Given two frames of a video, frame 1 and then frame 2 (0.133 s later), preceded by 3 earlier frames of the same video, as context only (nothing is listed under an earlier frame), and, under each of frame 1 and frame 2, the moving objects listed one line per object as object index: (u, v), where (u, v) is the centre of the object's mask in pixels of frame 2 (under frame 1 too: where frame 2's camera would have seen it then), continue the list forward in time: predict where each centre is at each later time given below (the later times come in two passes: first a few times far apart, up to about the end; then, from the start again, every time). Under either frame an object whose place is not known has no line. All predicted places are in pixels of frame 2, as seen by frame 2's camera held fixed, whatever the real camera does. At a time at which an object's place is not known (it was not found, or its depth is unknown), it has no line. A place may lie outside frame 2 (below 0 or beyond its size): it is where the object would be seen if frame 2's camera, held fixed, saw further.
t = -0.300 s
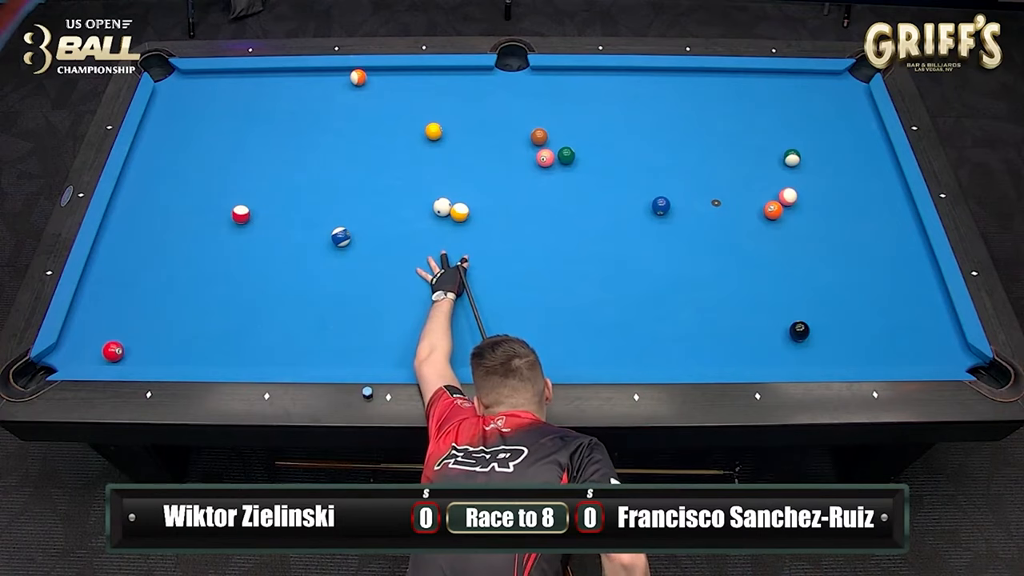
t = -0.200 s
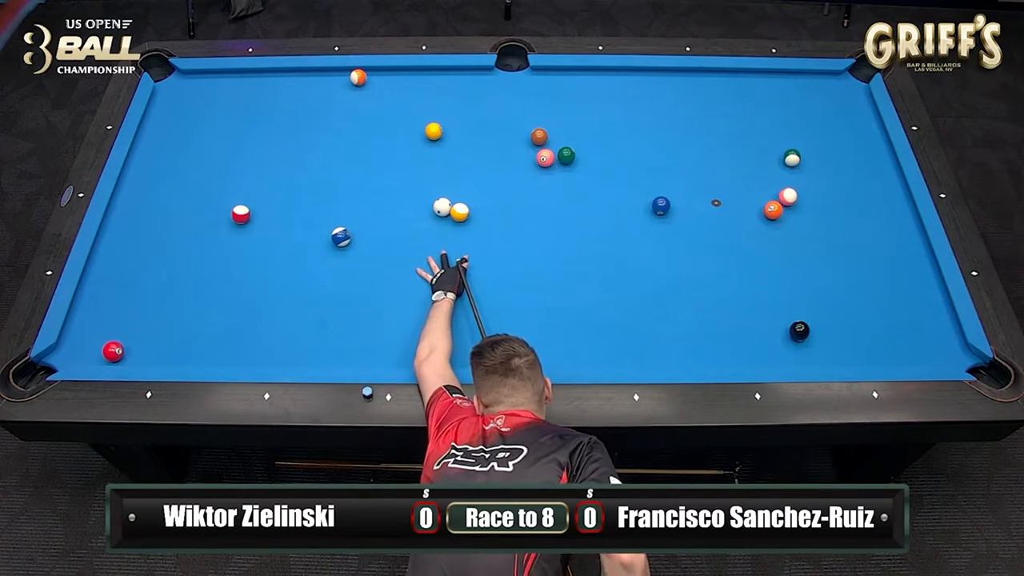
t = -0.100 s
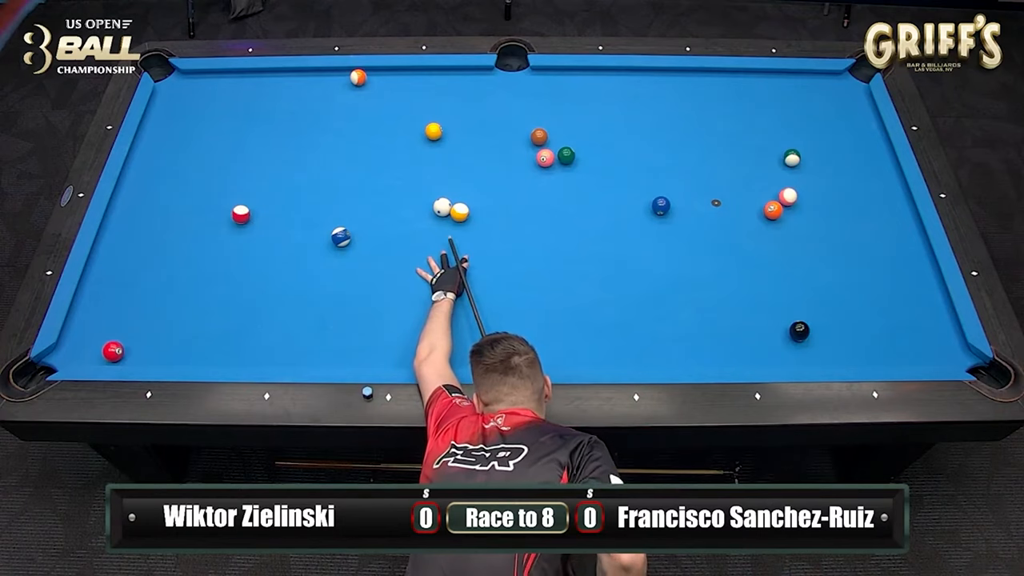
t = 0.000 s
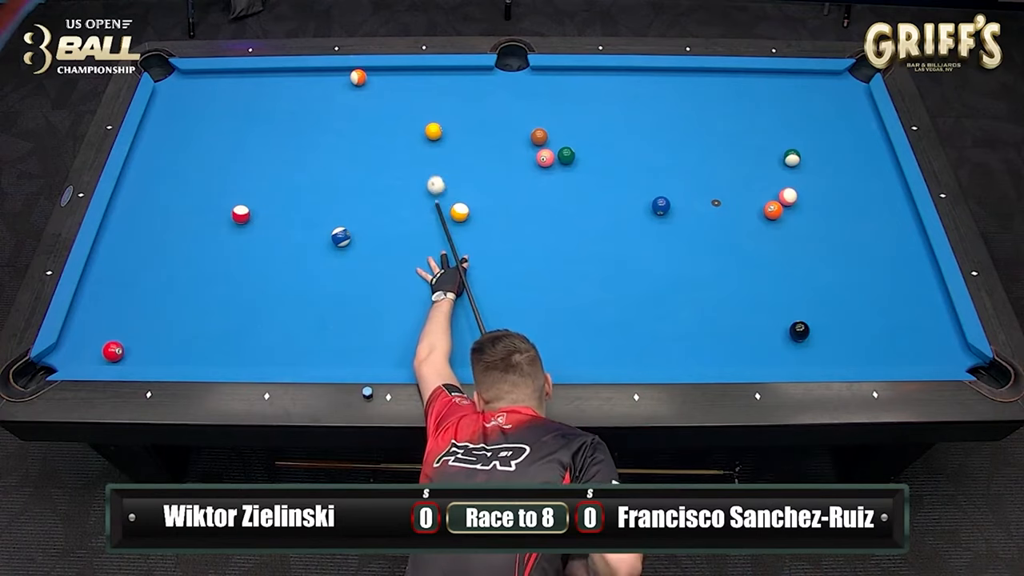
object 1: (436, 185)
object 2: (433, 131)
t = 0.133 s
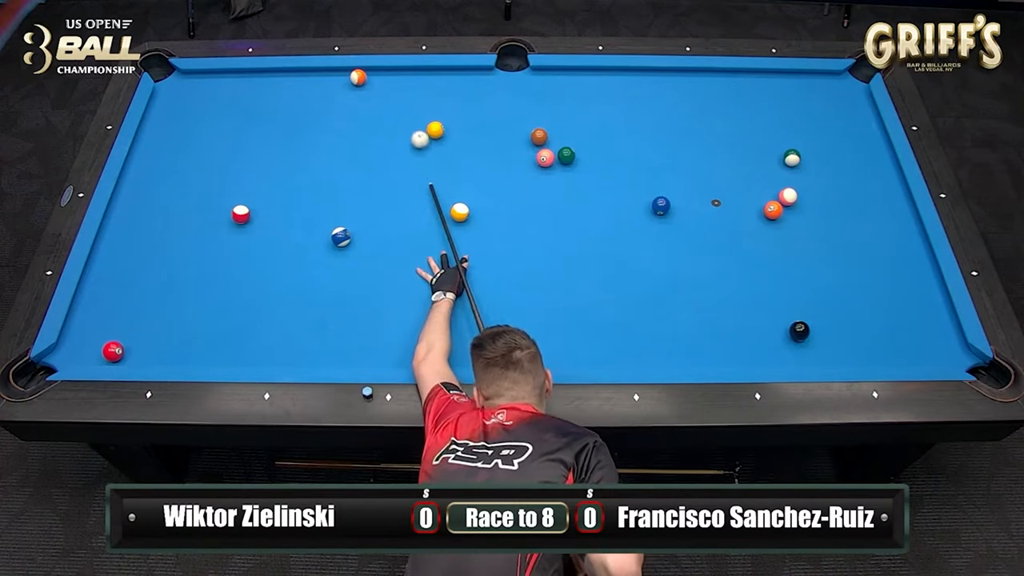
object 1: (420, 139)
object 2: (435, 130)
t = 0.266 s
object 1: (378, 118)
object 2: (461, 107)
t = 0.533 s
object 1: (324, 93)
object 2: (496, 77)
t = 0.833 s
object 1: (256, 80)
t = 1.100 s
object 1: (190, 95)
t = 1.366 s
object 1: (166, 112)
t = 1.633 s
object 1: (190, 134)
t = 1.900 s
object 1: (214, 156)
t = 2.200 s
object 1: (240, 179)
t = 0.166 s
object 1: (409, 134)
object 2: (442, 124)
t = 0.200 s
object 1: (399, 129)
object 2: (448, 118)
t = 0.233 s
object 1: (390, 124)
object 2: (454, 114)
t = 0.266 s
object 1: (378, 118)
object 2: (461, 107)
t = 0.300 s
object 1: (370, 114)
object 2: (466, 103)
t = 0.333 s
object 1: (363, 111)
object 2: (471, 99)
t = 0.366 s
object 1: (355, 108)
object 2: (476, 95)
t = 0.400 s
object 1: (348, 104)
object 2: (480, 91)
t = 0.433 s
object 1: (341, 101)
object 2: (485, 87)
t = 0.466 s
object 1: (334, 98)
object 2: (490, 83)
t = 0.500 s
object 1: (327, 95)
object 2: (494, 79)
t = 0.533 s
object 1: (324, 93)
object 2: (496, 77)
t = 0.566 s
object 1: (317, 90)
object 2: (501, 73)
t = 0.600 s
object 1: (310, 87)
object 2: (505, 70)
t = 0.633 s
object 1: (304, 83)
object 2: (509, 66)
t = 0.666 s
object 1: (294, 79)
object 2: (516, 63)
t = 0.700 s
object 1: (288, 76)
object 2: (519, 63)
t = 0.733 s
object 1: (281, 73)
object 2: (519, 65)
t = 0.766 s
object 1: (273, 75)
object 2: (517, 68)
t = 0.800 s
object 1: (264, 78)
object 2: (514, 70)
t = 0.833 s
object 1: (256, 80)
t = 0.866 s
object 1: (247, 81)
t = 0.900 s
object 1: (243, 82)
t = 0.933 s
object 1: (235, 85)
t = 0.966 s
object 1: (227, 86)
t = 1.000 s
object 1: (218, 88)
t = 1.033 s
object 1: (210, 90)
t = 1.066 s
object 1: (198, 93)
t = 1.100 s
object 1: (190, 95)
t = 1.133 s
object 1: (181, 97)
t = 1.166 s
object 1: (173, 99)
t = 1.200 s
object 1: (165, 101)
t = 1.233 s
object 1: (157, 103)
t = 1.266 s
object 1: (156, 105)
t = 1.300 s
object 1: (161, 108)
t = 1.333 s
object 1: (162, 109)
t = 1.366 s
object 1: (166, 112)
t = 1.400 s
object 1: (169, 114)
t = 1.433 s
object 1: (171, 117)
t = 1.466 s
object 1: (176, 121)
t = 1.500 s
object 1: (179, 124)
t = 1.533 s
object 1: (182, 126)
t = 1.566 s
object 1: (184, 129)
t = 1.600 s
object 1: (188, 131)
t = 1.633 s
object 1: (190, 134)
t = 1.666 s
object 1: (194, 137)
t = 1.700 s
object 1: (197, 139)
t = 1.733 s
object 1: (198, 141)
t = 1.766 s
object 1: (201, 144)
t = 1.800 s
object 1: (204, 146)
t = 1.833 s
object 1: (207, 149)
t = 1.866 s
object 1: (211, 153)
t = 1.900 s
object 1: (214, 156)
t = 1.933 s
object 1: (218, 158)
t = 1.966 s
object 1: (220, 161)
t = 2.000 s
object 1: (223, 164)
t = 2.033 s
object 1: (227, 167)
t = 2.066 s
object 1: (229, 169)
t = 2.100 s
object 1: (233, 172)
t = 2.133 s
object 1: (234, 174)
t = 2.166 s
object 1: (237, 176)
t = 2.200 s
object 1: (240, 179)
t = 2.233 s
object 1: (243, 182)
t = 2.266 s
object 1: (248, 186)
